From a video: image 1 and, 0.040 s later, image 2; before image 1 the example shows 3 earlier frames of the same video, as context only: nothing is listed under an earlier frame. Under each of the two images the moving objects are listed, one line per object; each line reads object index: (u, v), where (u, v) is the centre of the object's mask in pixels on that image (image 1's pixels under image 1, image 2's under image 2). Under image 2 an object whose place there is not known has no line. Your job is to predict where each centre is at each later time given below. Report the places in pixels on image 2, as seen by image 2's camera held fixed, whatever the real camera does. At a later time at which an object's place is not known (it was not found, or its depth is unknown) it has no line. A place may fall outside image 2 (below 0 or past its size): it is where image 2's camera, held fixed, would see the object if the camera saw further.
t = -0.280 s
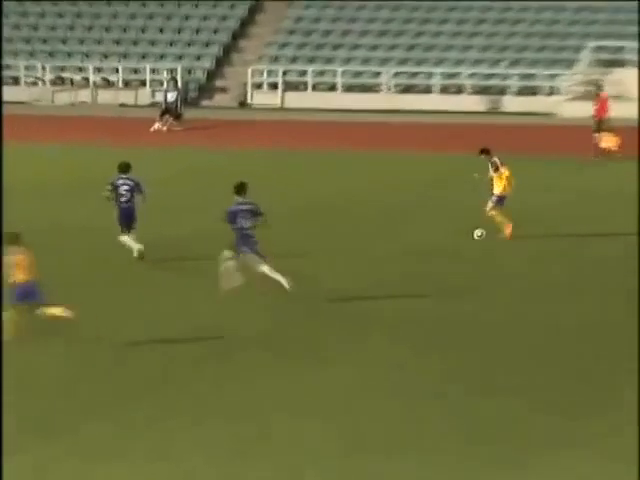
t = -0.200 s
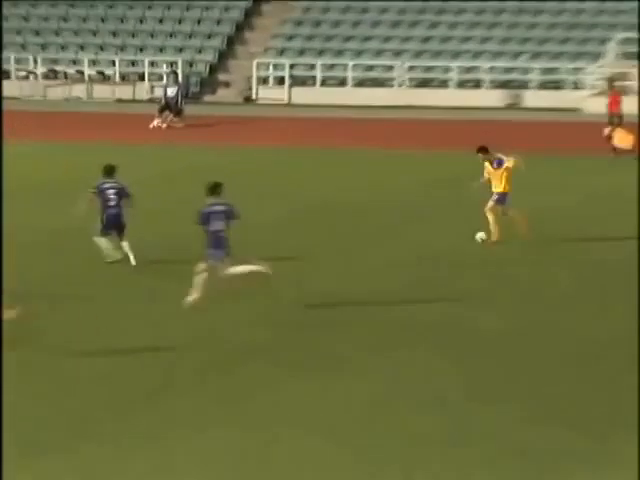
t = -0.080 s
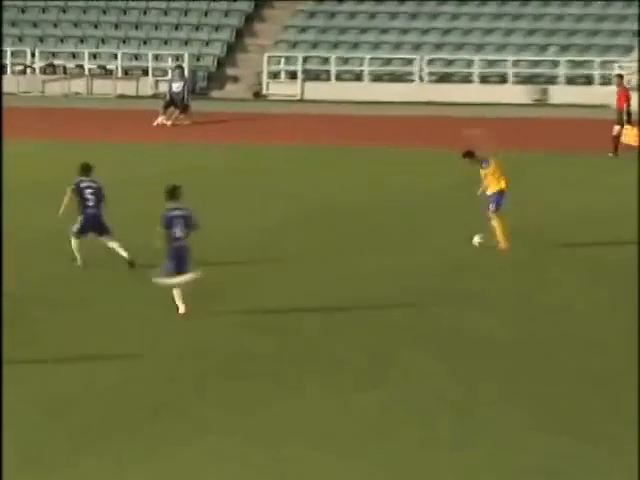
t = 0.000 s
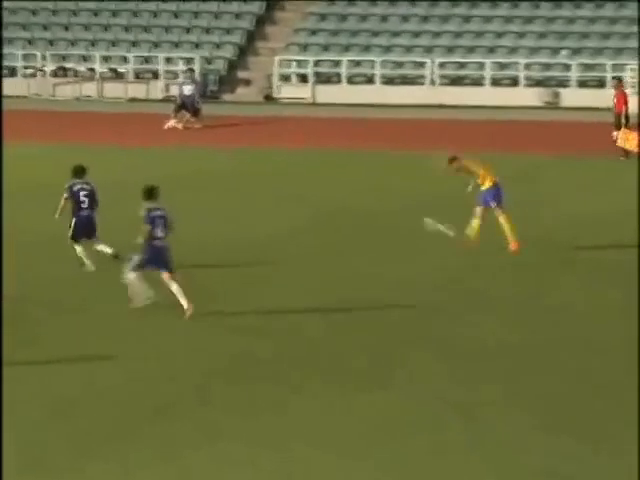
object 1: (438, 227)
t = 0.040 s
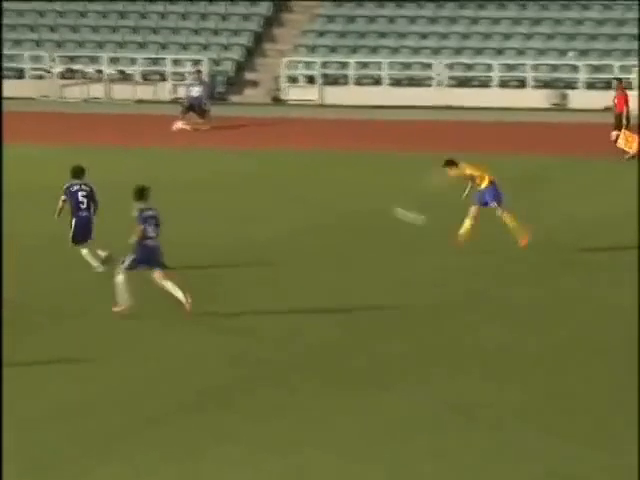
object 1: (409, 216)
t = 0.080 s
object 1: (370, 204)
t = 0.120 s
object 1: (330, 192)
